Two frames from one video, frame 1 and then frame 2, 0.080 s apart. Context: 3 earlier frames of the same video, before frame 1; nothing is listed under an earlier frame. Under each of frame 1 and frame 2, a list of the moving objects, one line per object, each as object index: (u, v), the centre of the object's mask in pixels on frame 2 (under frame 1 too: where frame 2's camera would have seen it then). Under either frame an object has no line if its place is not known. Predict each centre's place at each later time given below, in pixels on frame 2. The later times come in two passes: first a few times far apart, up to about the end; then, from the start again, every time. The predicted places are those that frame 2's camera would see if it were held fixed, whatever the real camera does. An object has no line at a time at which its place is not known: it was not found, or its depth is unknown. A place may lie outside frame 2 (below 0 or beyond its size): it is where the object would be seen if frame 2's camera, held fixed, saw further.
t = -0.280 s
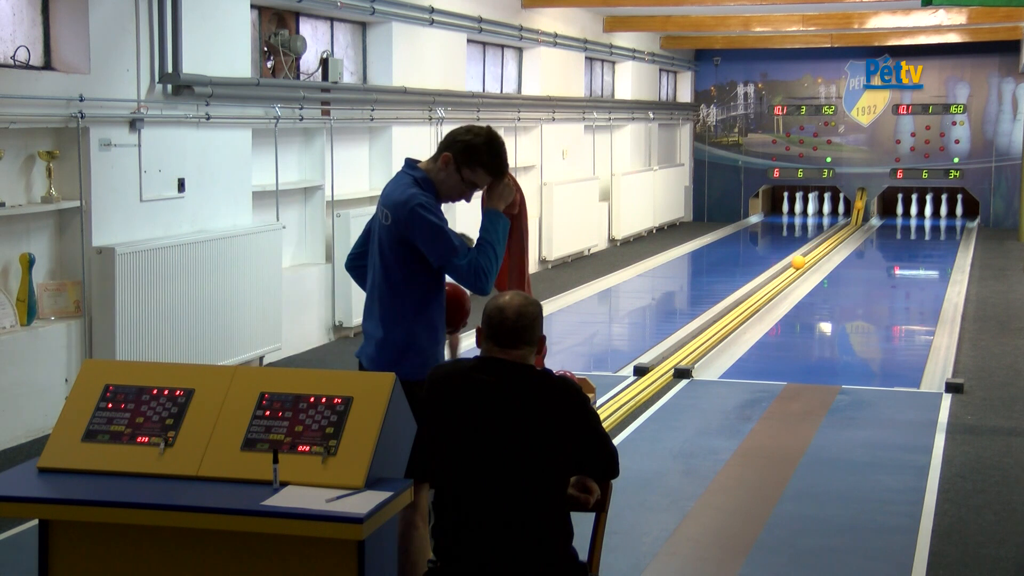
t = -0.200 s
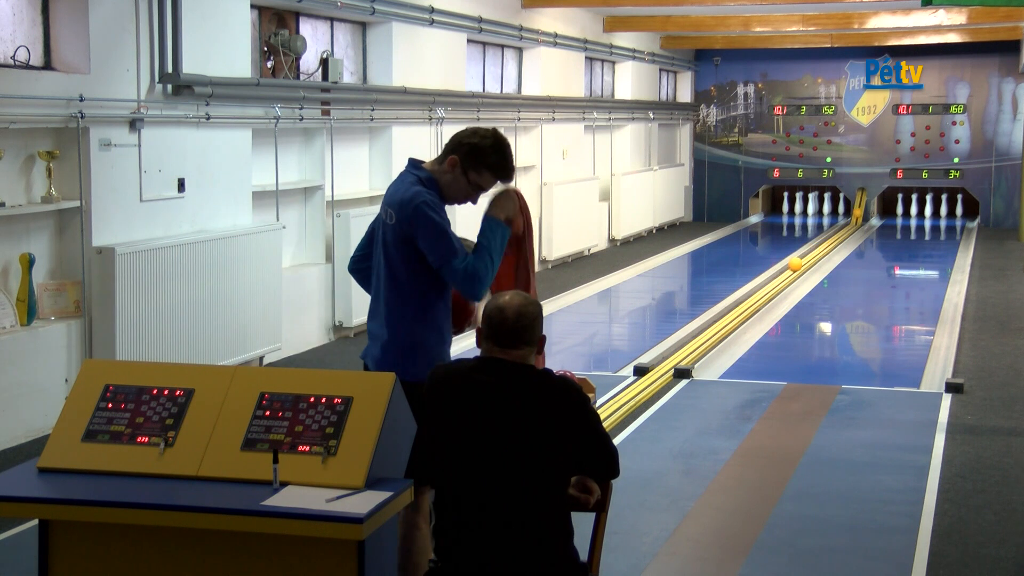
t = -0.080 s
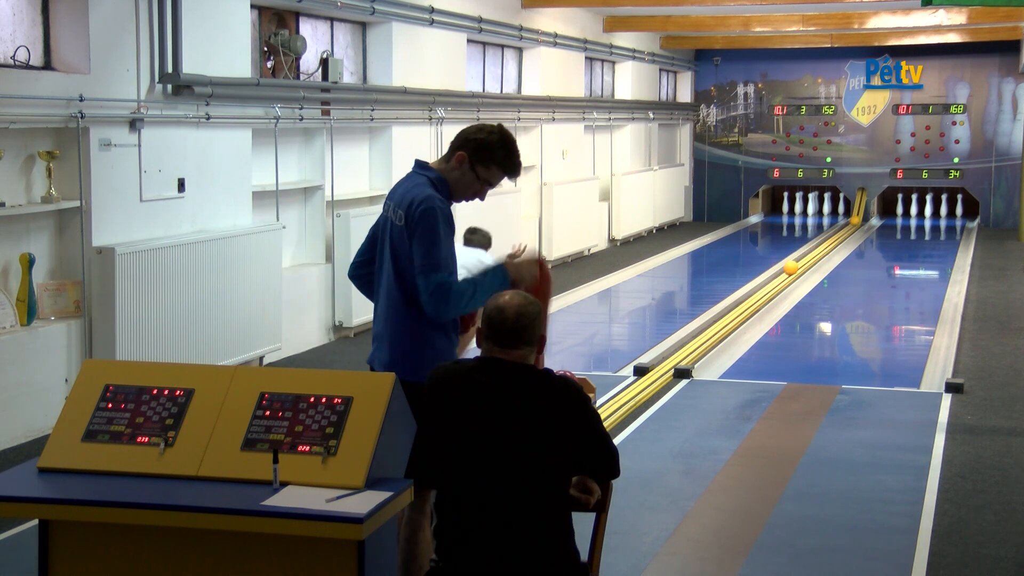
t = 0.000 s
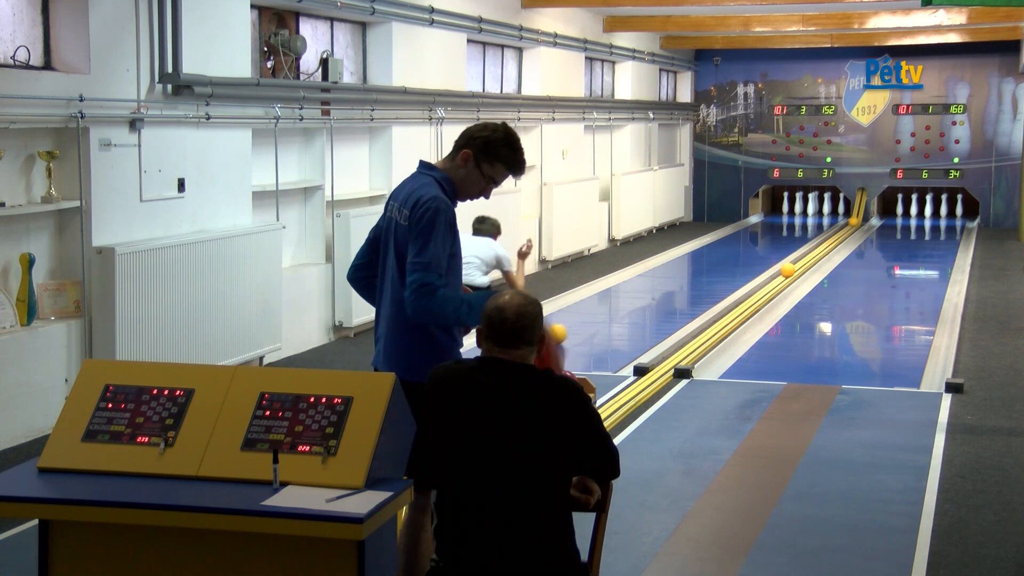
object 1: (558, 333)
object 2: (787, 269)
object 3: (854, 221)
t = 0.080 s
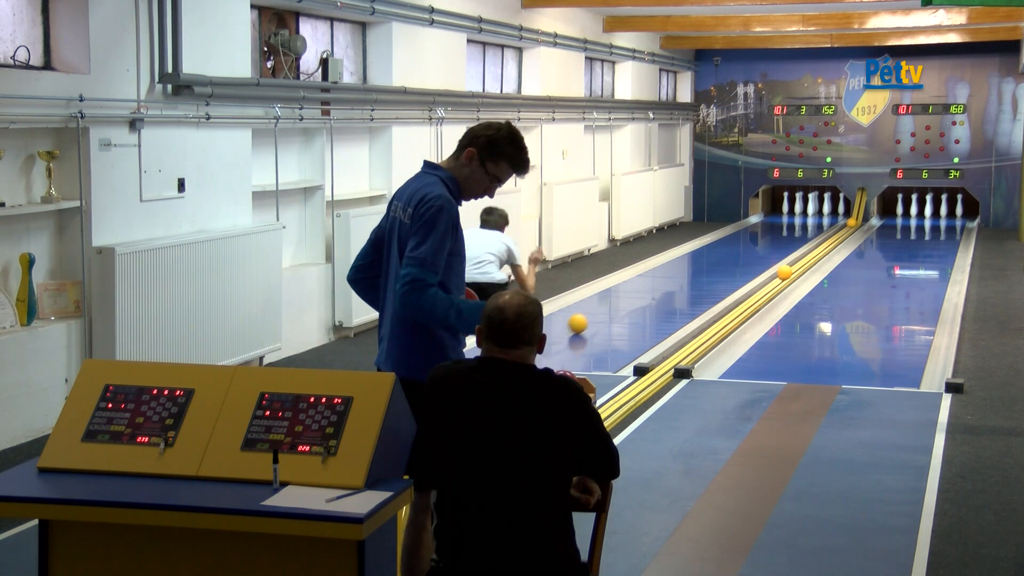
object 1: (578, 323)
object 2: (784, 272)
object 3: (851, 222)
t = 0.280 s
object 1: (621, 301)
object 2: (776, 278)
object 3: (845, 224)
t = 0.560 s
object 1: (668, 278)
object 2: (763, 288)
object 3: (841, 228)
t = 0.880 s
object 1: (708, 258)
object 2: (746, 300)
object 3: (834, 236)
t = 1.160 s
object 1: (734, 245)
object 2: (730, 313)
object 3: (826, 241)
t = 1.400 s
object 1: (753, 236)
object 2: (714, 324)
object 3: (819, 246)
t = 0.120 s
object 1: (587, 318)
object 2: (782, 273)
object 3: (848, 222)
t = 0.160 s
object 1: (596, 314)
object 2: (781, 274)
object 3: (847, 222)
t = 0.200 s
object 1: (605, 310)
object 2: (779, 275)
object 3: (847, 223)
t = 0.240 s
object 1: (613, 305)
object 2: (777, 277)
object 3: (846, 223)
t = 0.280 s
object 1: (621, 301)
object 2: (776, 278)
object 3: (845, 224)
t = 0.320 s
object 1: (629, 298)
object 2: (774, 279)
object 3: (845, 224)
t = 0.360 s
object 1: (636, 294)
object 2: (772, 281)
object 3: (845, 225)
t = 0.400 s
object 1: (643, 291)
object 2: (771, 282)
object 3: (844, 225)
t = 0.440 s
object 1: (650, 287)
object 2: (768, 283)
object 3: (843, 226)
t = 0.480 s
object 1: (656, 284)
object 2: (767, 285)
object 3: (842, 226)
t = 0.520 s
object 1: (662, 281)
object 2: (765, 286)
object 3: (842, 227)
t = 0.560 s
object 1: (668, 278)
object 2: (763, 288)
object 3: (841, 228)
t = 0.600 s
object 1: (674, 276)
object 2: (761, 289)
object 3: (840, 228)
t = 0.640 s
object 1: (679, 273)
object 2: (759, 291)
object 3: (839, 229)
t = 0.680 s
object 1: (685, 270)
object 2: (757, 292)
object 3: (839, 229)
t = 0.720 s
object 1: (690, 268)
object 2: (755, 294)
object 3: (838, 230)
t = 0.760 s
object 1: (694, 265)
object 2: (753, 295)
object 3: (836, 233)
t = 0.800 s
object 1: (699, 263)
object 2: (751, 297)
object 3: (835, 234)
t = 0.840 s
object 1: (703, 260)
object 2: (748, 299)
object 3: (835, 235)
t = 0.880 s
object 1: (708, 258)
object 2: (746, 300)
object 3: (834, 236)
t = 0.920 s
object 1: (712, 256)
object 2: (744, 302)
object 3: (833, 236)
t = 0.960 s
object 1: (716, 254)
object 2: (742, 303)
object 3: (832, 237)
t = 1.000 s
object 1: (720, 252)
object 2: (740, 305)
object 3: (830, 238)
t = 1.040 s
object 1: (724, 250)
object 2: (737, 307)
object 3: (830, 239)
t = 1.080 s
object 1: (727, 249)
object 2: (735, 309)
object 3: (829, 240)
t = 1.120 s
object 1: (731, 247)
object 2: (732, 311)
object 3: (827, 240)
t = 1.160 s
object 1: (734, 245)
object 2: (730, 313)
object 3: (826, 241)
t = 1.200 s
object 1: (737, 244)
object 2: (728, 314)
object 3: (825, 242)
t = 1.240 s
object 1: (741, 242)
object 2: (725, 316)
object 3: (824, 243)
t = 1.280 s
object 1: (744, 240)
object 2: (722, 318)
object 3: (823, 244)
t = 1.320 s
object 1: (747, 239)
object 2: (720, 320)
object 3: (822, 244)
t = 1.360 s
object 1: (750, 238)
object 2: (716, 322)
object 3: (820, 245)
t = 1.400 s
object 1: (753, 236)
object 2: (714, 324)
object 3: (819, 246)
